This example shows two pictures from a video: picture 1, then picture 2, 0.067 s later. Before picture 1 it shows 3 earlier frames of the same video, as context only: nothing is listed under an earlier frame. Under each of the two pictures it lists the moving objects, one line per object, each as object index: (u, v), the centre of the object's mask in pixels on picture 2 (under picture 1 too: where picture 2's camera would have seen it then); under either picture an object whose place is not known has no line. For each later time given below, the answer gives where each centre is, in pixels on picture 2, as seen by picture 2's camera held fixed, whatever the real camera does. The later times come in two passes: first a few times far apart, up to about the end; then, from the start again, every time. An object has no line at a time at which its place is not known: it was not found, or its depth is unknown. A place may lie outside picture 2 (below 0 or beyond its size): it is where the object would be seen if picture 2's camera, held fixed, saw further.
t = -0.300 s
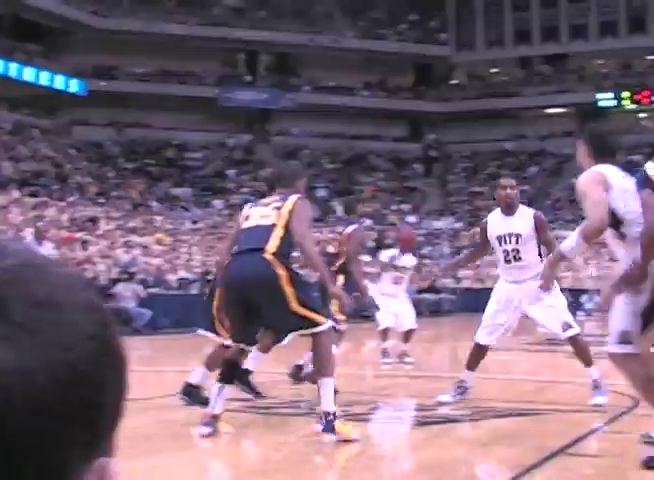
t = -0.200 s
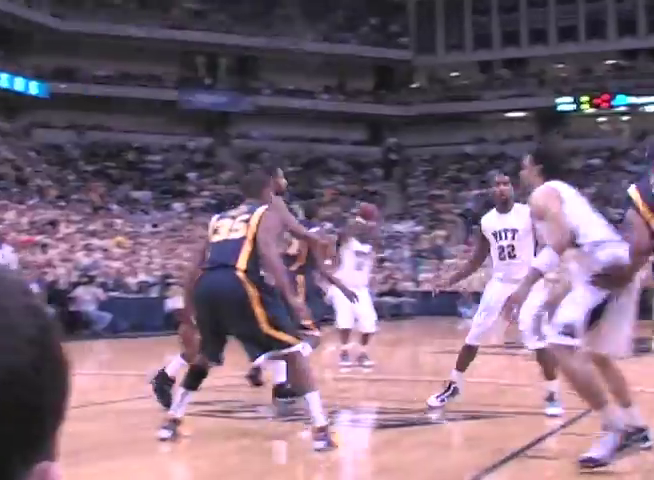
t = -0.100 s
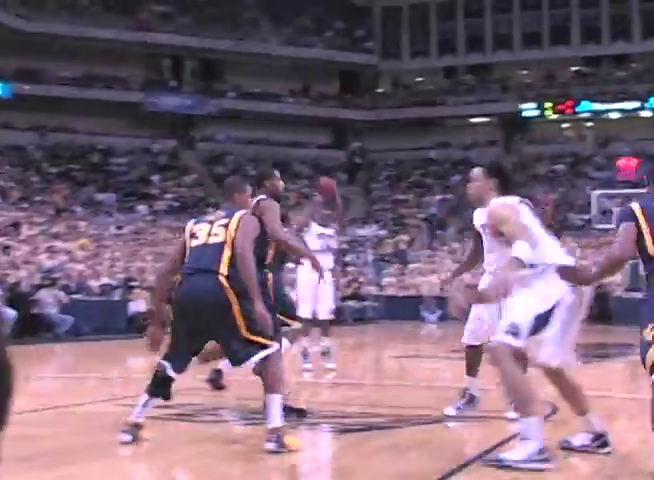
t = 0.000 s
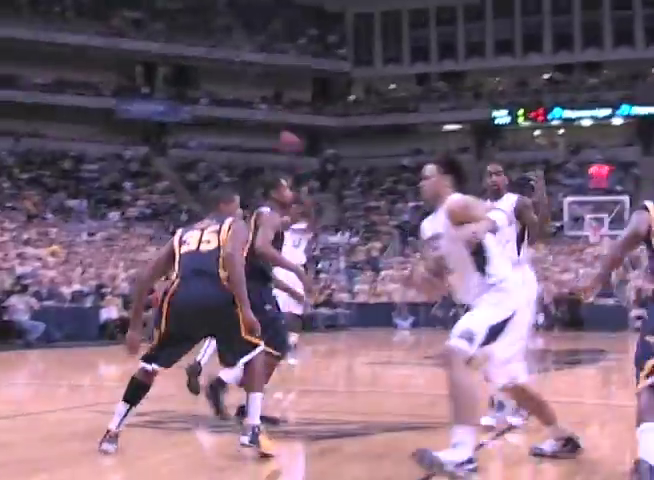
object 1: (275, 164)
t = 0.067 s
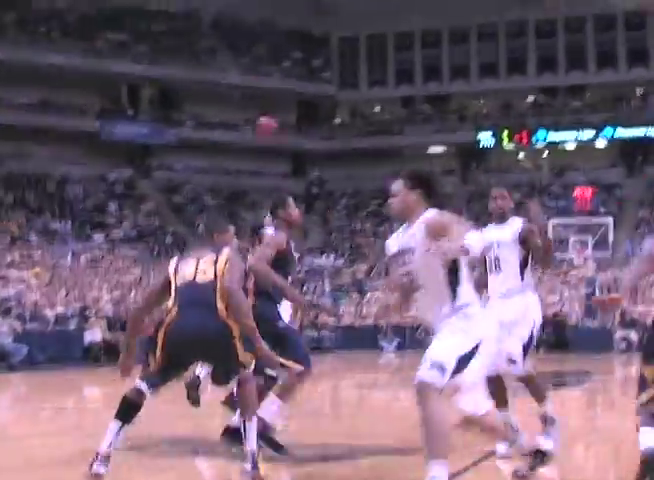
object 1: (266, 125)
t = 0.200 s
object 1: (251, 58)
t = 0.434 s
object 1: (220, -50)
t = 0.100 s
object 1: (262, 110)
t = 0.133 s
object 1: (258, 92)
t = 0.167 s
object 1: (255, 74)
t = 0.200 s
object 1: (251, 58)
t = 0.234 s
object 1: (247, 41)
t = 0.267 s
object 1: (243, 25)
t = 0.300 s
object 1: (240, 11)
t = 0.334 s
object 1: (234, -6)
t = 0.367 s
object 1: (229, -20)
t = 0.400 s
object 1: (225, -34)
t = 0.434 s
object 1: (220, -50)
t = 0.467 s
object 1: (213, -63)
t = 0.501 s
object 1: (207, -75)
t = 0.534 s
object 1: (200, -88)
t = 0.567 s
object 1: (193, -99)
